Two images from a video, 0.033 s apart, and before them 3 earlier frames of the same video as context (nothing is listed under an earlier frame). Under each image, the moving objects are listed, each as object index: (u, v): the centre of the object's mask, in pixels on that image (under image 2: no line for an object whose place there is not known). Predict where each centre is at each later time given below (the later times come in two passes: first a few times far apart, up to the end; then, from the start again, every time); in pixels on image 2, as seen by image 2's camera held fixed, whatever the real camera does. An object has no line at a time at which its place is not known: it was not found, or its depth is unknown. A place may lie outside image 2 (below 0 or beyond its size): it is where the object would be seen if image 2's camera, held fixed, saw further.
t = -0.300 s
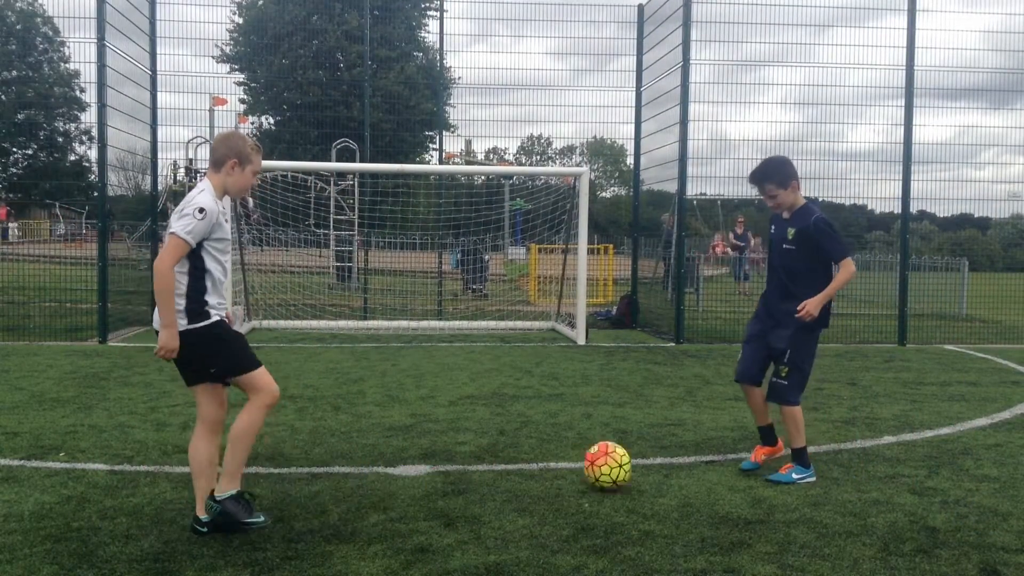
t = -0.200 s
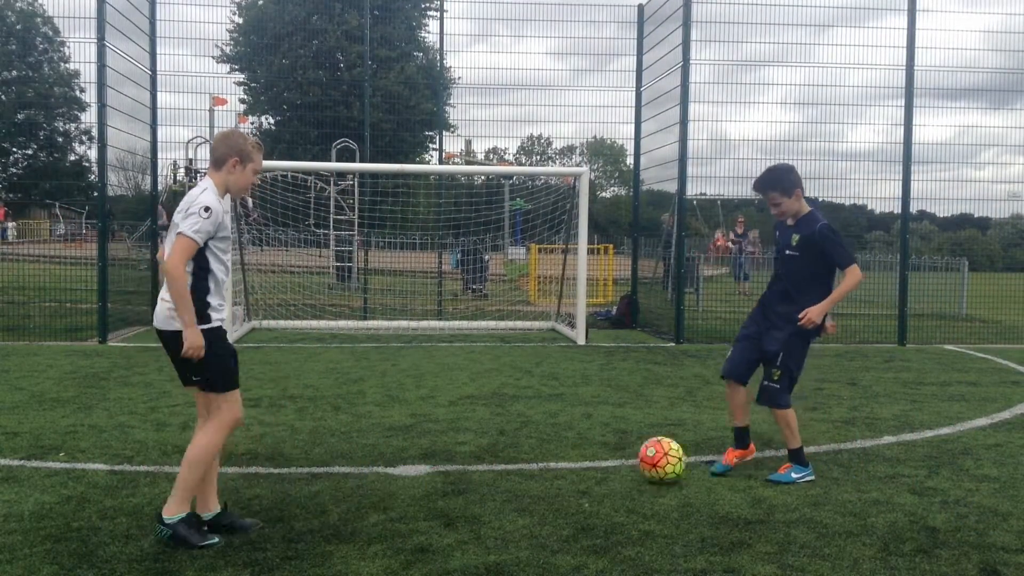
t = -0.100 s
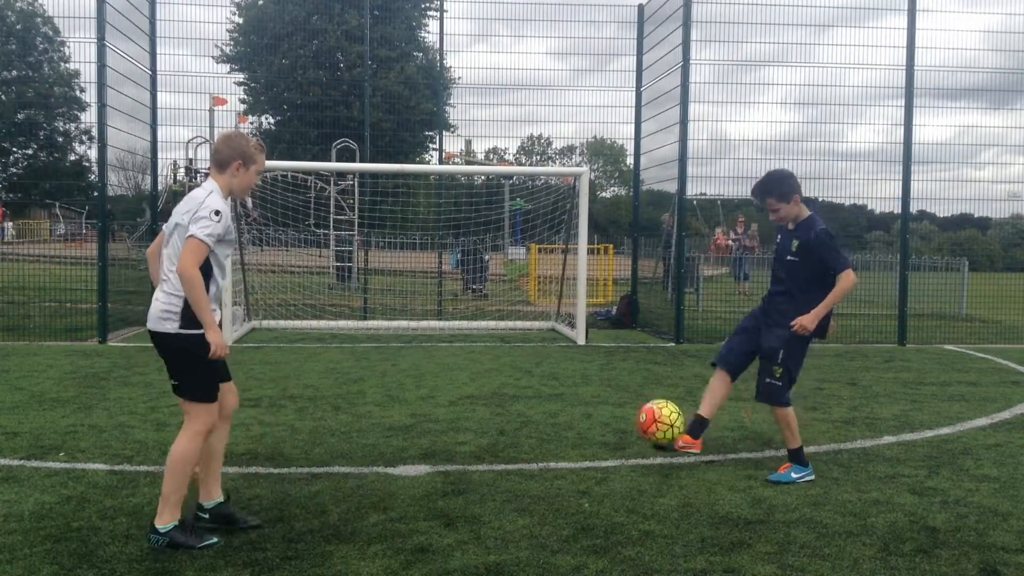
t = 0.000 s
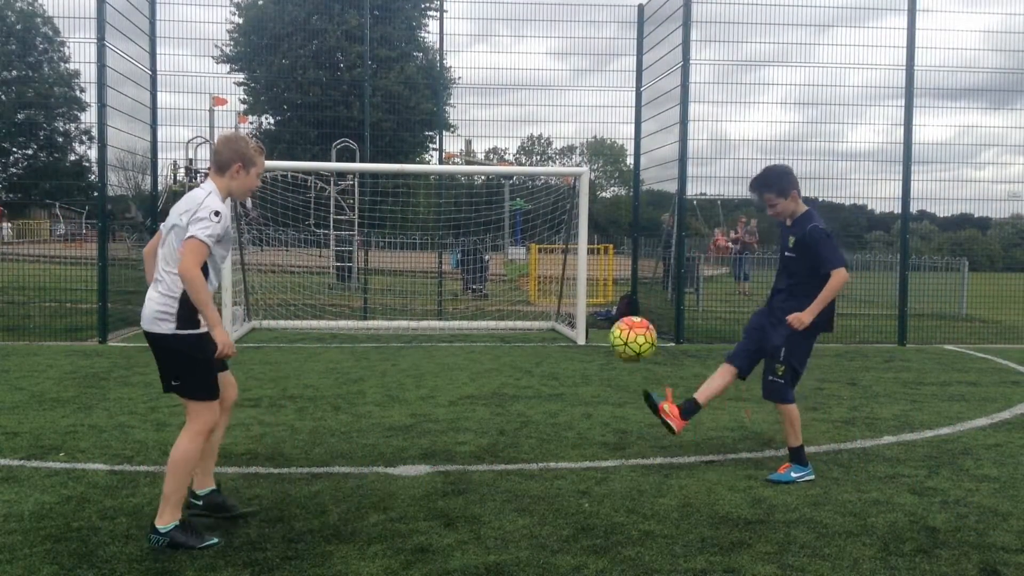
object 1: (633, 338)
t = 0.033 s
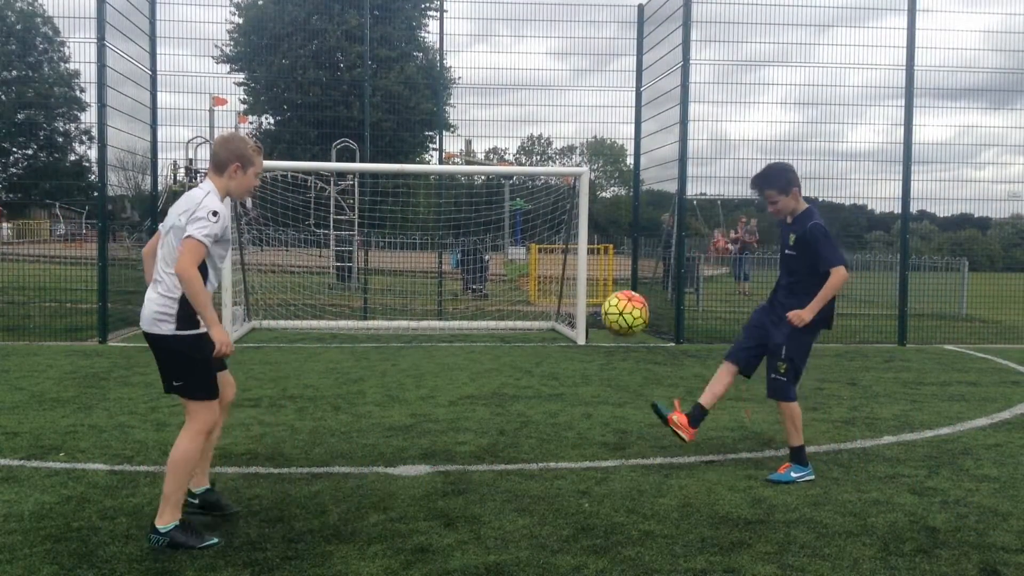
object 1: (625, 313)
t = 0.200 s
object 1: (585, 215)
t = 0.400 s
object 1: (533, 173)
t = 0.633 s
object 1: (467, 246)
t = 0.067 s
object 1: (617, 289)
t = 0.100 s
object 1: (609, 268)
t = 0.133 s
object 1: (602, 248)
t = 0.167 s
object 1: (593, 230)
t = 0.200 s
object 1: (585, 215)
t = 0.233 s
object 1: (576, 202)
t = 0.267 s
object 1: (568, 193)
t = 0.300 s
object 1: (559, 183)
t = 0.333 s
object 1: (551, 178)
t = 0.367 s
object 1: (542, 174)
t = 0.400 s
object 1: (533, 173)
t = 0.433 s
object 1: (524, 175)
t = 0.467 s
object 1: (515, 180)
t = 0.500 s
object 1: (505, 187)
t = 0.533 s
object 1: (495, 197)
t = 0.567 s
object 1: (486, 211)
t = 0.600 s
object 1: (477, 227)
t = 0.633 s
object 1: (467, 246)
